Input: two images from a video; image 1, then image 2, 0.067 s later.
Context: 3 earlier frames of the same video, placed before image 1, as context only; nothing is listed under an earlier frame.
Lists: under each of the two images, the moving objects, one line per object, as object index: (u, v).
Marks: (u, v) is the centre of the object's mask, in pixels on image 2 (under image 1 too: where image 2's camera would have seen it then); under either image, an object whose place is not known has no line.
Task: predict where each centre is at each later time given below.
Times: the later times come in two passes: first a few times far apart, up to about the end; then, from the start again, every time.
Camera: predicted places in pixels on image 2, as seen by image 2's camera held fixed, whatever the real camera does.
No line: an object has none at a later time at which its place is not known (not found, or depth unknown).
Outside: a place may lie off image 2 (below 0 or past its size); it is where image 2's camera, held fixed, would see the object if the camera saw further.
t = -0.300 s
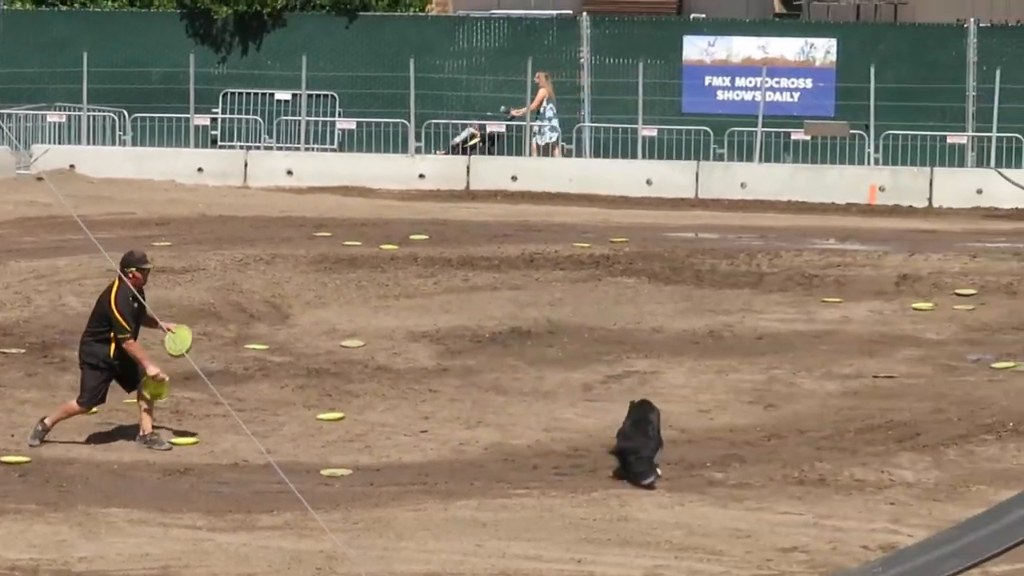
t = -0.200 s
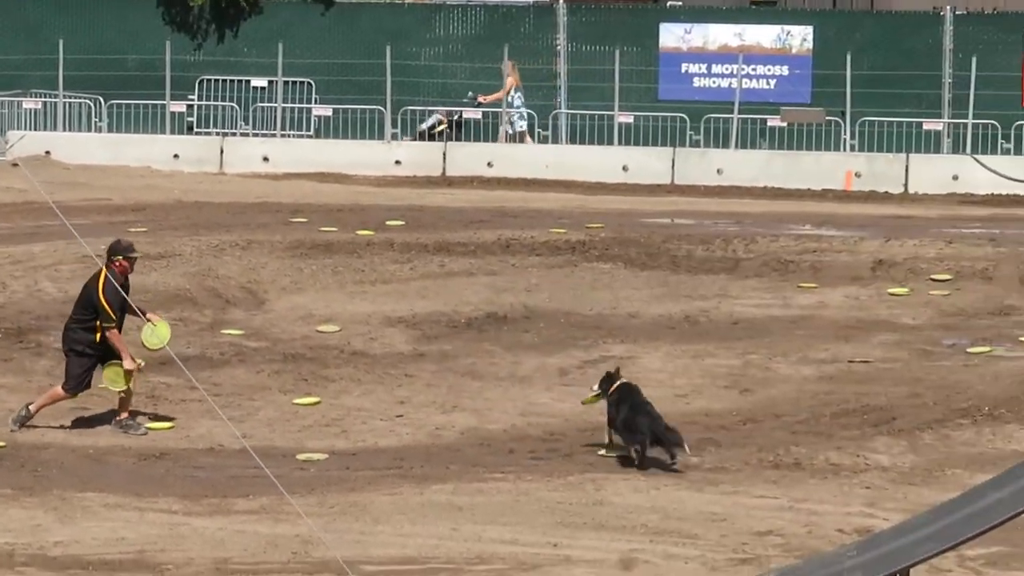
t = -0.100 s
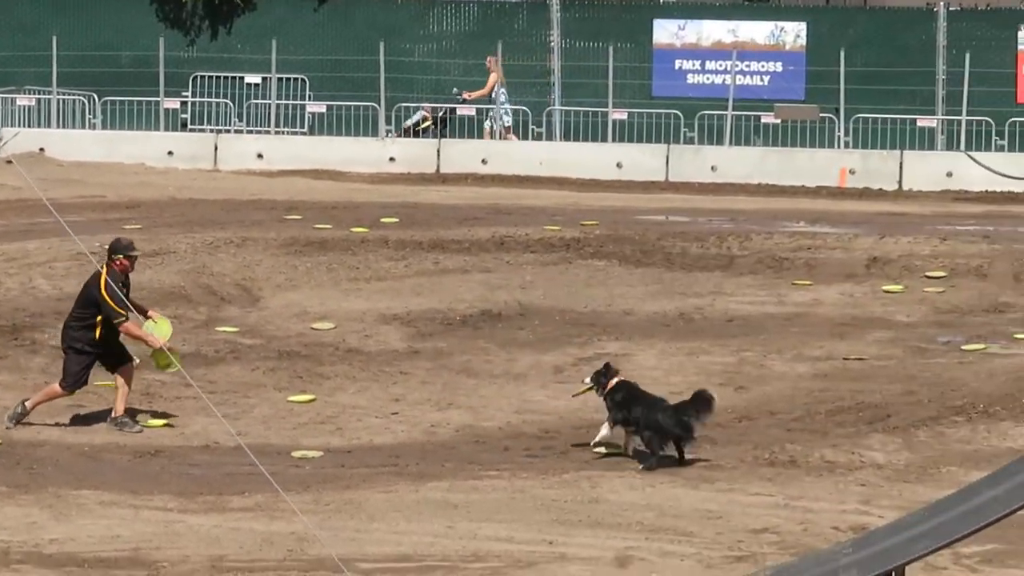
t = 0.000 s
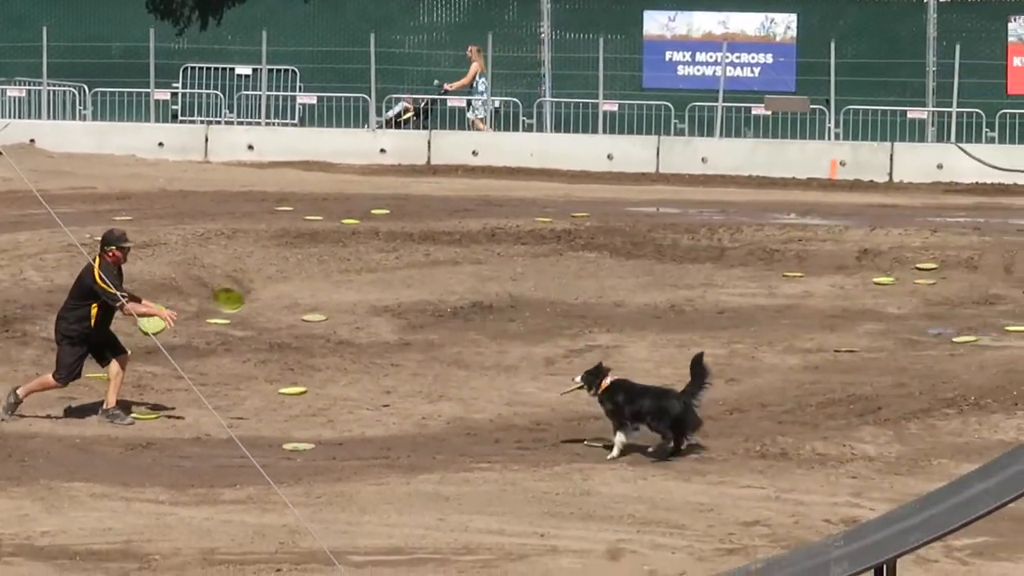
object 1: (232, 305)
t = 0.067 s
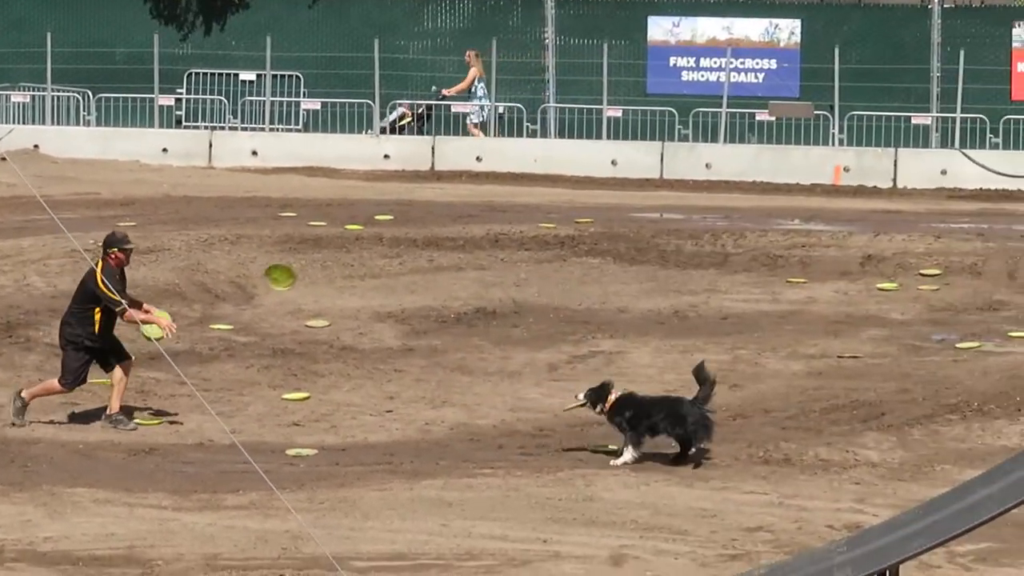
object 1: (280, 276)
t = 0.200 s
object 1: (377, 232)
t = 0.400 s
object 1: (530, 203)
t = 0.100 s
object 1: (304, 263)
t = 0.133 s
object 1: (328, 251)
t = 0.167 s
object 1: (353, 241)
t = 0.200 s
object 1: (377, 232)
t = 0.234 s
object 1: (403, 223)
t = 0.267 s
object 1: (428, 217)
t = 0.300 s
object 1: (454, 212)
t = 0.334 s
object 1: (479, 208)
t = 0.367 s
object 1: (505, 205)
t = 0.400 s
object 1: (530, 203)
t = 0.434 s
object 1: (556, 203)
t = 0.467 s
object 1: (582, 204)
